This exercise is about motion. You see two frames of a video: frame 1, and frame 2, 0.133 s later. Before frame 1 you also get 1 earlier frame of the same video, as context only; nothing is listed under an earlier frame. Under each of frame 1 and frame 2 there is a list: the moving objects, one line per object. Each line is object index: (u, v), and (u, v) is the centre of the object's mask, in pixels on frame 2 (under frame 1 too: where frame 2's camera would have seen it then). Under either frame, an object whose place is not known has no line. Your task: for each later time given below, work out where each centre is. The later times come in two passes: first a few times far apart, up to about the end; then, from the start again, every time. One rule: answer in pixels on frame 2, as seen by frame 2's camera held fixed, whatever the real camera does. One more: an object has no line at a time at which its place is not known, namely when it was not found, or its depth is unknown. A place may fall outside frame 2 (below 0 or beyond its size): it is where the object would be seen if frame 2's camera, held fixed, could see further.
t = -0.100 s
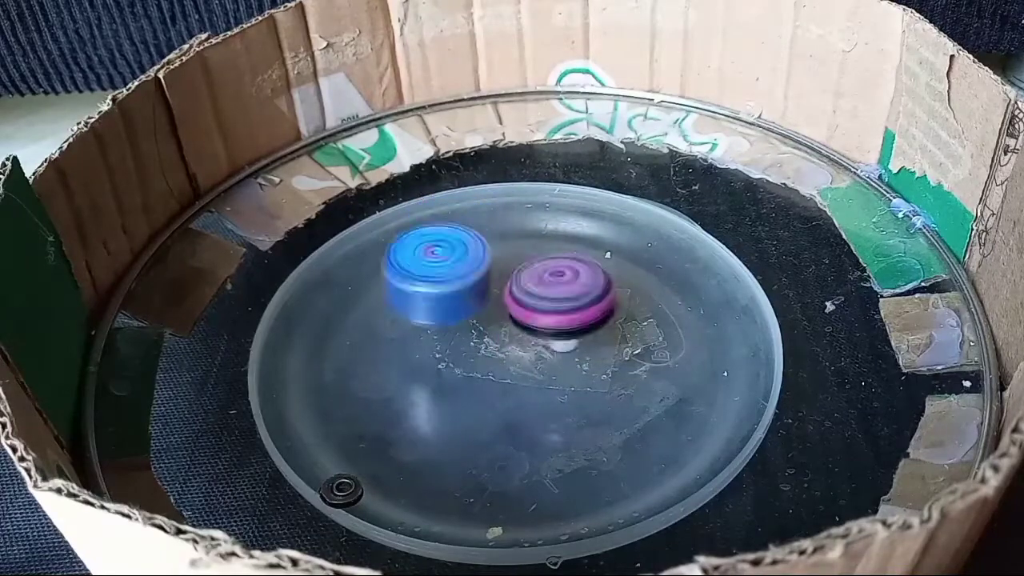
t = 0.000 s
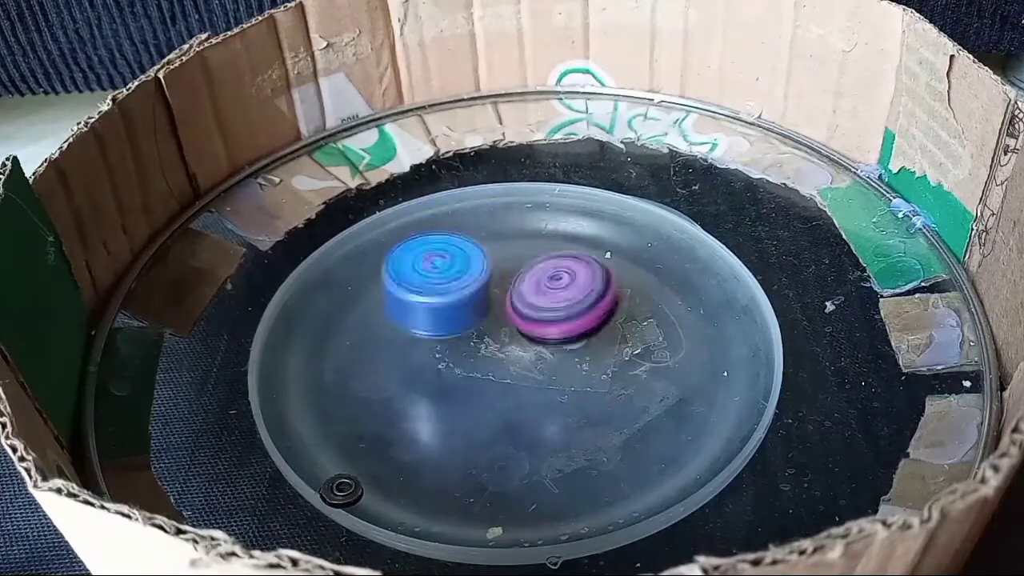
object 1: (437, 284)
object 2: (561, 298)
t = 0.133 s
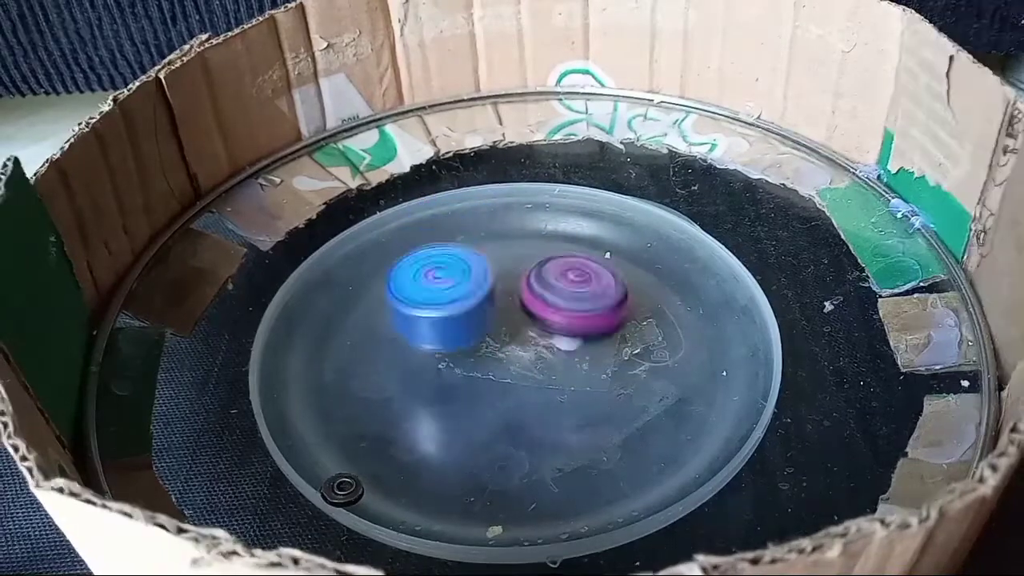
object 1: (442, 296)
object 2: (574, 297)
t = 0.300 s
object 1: (450, 309)
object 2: (573, 303)
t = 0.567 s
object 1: (442, 332)
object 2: (564, 297)
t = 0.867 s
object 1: (434, 337)
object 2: (546, 291)
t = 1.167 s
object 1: (427, 332)
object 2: (534, 303)
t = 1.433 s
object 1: (429, 327)
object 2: (537, 290)
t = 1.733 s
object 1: (415, 357)
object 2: (585, 274)
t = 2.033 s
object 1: (442, 337)
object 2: (583, 244)
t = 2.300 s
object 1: (570, 370)
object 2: (560, 275)
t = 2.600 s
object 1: (522, 363)
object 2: (565, 285)
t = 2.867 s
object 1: (490, 338)
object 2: (572, 275)
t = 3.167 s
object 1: (497, 327)
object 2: (580, 267)
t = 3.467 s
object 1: (516, 354)
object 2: (527, 269)
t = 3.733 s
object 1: (512, 336)
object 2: (563, 264)
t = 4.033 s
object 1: (512, 336)
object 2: (540, 259)
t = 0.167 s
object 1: (443, 298)
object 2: (573, 292)
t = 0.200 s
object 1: (446, 302)
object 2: (569, 294)
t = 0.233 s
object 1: (449, 305)
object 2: (565, 297)
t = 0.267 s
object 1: (451, 306)
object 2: (568, 303)
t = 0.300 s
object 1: (450, 309)
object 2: (573, 303)
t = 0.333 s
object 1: (454, 313)
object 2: (576, 301)
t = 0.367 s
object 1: (458, 318)
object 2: (575, 298)
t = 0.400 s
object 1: (457, 318)
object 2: (571, 296)
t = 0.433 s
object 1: (453, 324)
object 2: (574, 294)
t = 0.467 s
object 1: (455, 327)
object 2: (569, 294)
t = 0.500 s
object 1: (450, 329)
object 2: (567, 294)
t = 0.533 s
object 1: (443, 331)
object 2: (566, 297)
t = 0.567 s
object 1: (442, 332)
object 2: (564, 297)
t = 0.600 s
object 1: (442, 331)
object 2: (563, 298)
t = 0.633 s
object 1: (448, 331)
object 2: (559, 301)
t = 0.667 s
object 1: (450, 333)
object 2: (560, 298)
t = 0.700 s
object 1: (445, 334)
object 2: (559, 295)
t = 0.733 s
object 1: (445, 334)
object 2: (554, 292)
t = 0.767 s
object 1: (451, 334)
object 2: (550, 289)
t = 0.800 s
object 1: (443, 336)
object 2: (547, 289)
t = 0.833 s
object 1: (435, 339)
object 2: (547, 288)
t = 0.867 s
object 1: (434, 337)
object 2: (546, 291)
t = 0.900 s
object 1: (434, 336)
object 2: (545, 295)
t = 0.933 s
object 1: (436, 339)
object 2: (545, 297)
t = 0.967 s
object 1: (436, 336)
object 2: (543, 300)
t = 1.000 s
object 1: (429, 337)
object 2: (542, 302)
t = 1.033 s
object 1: (425, 338)
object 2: (542, 301)
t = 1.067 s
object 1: (422, 335)
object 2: (538, 300)
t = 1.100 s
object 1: (427, 334)
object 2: (533, 301)
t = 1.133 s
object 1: (427, 331)
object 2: (532, 302)
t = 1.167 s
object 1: (427, 332)
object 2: (534, 303)
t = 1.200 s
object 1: (427, 330)
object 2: (535, 301)
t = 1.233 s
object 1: (427, 328)
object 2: (537, 300)
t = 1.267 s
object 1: (430, 328)
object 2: (538, 298)
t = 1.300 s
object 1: (427, 327)
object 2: (541, 297)
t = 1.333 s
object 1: (430, 327)
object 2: (539, 293)
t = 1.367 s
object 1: (431, 326)
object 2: (536, 291)
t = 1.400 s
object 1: (428, 328)
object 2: (536, 290)
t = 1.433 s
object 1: (429, 327)
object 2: (537, 290)
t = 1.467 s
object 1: (433, 328)
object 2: (537, 291)
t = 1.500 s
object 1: (437, 329)
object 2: (539, 294)
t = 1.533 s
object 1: (433, 332)
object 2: (542, 294)
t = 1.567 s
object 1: (436, 333)
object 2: (548, 292)
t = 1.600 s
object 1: (440, 333)
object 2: (550, 293)
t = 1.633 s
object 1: (450, 335)
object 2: (551, 293)
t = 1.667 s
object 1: (450, 336)
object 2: (552, 292)
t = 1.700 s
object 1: (431, 349)
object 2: (568, 282)
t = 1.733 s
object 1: (415, 357)
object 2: (585, 274)
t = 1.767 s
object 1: (412, 358)
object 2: (594, 266)
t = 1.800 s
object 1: (406, 358)
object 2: (602, 258)
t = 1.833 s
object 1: (407, 356)
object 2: (610, 252)
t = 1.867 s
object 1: (406, 353)
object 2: (616, 244)
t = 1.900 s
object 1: (408, 352)
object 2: (614, 239)
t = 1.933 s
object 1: (410, 349)
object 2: (607, 238)
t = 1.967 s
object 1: (418, 346)
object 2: (600, 239)
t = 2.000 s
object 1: (428, 342)
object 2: (590, 242)
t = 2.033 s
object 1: (442, 337)
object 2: (583, 244)
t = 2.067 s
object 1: (461, 338)
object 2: (575, 249)
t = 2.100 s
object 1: (479, 333)
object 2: (564, 256)
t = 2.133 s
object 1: (506, 337)
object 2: (561, 261)
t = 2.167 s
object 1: (515, 347)
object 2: (562, 263)
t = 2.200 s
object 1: (540, 352)
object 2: (563, 264)
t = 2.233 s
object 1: (554, 359)
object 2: (560, 267)
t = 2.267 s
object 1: (561, 365)
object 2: (559, 270)
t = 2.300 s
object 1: (570, 370)
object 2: (560, 275)
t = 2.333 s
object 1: (574, 369)
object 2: (563, 278)
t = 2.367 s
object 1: (578, 370)
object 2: (568, 281)
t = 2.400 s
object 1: (575, 370)
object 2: (572, 285)
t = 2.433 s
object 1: (572, 372)
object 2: (572, 288)
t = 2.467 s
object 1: (566, 373)
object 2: (571, 287)
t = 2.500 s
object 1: (557, 372)
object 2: (568, 289)
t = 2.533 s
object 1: (548, 373)
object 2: (567, 287)
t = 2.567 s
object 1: (537, 370)
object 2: (565, 285)
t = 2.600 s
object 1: (522, 363)
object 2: (565, 285)
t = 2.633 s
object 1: (506, 359)
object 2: (562, 287)
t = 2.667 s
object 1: (499, 358)
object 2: (561, 286)
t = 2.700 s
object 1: (490, 356)
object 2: (563, 283)
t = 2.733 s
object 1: (492, 355)
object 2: (563, 282)
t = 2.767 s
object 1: (494, 344)
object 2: (568, 281)
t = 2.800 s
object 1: (487, 339)
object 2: (571, 283)
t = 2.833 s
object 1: (488, 337)
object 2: (572, 278)
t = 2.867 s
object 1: (490, 338)
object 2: (572, 275)
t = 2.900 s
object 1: (490, 339)
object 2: (573, 274)
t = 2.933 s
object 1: (497, 334)
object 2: (577, 276)
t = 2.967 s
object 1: (500, 334)
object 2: (579, 277)
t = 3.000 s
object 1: (498, 334)
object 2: (579, 277)
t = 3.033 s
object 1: (494, 339)
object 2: (583, 273)
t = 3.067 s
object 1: (494, 331)
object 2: (584, 266)
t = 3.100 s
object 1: (493, 329)
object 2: (583, 267)
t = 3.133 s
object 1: (491, 327)
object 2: (582, 268)
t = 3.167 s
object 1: (497, 327)
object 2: (580, 267)
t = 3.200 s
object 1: (506, 328)
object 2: (581, 271)
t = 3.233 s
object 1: (512, 328)
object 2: (581, 272)
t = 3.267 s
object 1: (517, 332)
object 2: (579, 273)
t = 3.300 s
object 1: (526, 337)
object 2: (572, 268)
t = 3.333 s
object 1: (528, 345)
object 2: (559, 267)
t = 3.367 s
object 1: (526, 353)
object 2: (543, 268)
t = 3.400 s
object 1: (523, 356)
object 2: (533, 271)
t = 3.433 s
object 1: (520, 356)
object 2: (528, 271)
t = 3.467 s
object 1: (516, 354)
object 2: (527, 269)
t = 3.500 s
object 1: (515, 352)
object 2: (527, 268)
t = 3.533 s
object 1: (514, 341)
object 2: (528, 260)
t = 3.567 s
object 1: (513, 338)
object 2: (532, 259)
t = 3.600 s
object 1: (514, 337)
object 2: (537, 259)
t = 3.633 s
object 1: (513, 335)
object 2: (544, 260)
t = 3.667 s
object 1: (512, 335)
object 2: (552, 262)
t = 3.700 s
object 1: (512, 336)
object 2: (559, 263)
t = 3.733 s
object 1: (512, 336)
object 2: (563, 264)
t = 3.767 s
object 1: (512, 336)
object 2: (566, 264)
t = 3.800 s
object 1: (512, 335)
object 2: (567, 264)
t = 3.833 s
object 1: (512, 336)
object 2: (567, 264)
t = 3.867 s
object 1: (512, 336)
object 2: (565, 264)
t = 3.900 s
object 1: (512, 336)
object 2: (563, 264)
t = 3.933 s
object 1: (512, 336)
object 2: (558, 263)
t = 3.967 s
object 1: (512, 336)
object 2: (552, 262)
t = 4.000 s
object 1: (512, 336)
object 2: (545, 260)
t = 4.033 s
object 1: (512, 336)
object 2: (540, 259)
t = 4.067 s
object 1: (512, 336)
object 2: (537, 258)
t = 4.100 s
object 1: (512, 336)
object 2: (534, 256)
